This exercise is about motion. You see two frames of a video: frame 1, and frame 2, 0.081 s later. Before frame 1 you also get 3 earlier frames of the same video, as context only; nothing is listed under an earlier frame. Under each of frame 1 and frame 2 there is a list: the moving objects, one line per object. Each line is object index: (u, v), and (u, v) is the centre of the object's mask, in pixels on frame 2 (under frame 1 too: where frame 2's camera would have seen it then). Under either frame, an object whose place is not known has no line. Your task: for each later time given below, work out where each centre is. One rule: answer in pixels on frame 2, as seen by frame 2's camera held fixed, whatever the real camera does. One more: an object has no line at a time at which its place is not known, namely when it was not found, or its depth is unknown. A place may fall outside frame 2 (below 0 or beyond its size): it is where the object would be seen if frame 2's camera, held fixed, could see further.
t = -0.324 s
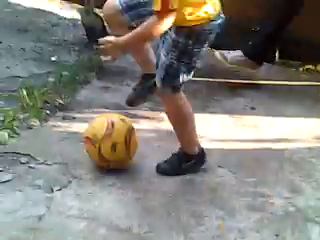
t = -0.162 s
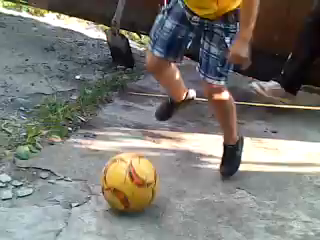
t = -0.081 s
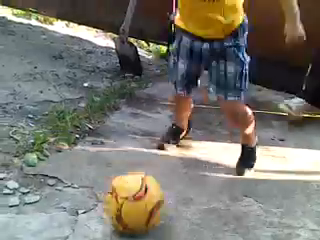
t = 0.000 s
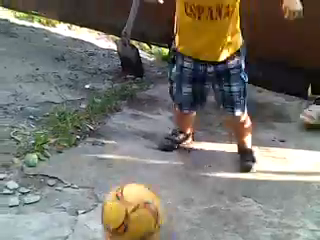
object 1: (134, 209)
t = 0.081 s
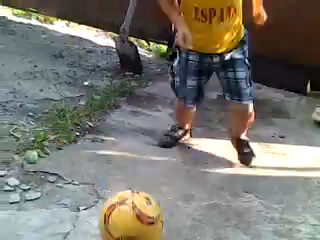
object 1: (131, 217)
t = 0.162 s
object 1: (131, 228)
